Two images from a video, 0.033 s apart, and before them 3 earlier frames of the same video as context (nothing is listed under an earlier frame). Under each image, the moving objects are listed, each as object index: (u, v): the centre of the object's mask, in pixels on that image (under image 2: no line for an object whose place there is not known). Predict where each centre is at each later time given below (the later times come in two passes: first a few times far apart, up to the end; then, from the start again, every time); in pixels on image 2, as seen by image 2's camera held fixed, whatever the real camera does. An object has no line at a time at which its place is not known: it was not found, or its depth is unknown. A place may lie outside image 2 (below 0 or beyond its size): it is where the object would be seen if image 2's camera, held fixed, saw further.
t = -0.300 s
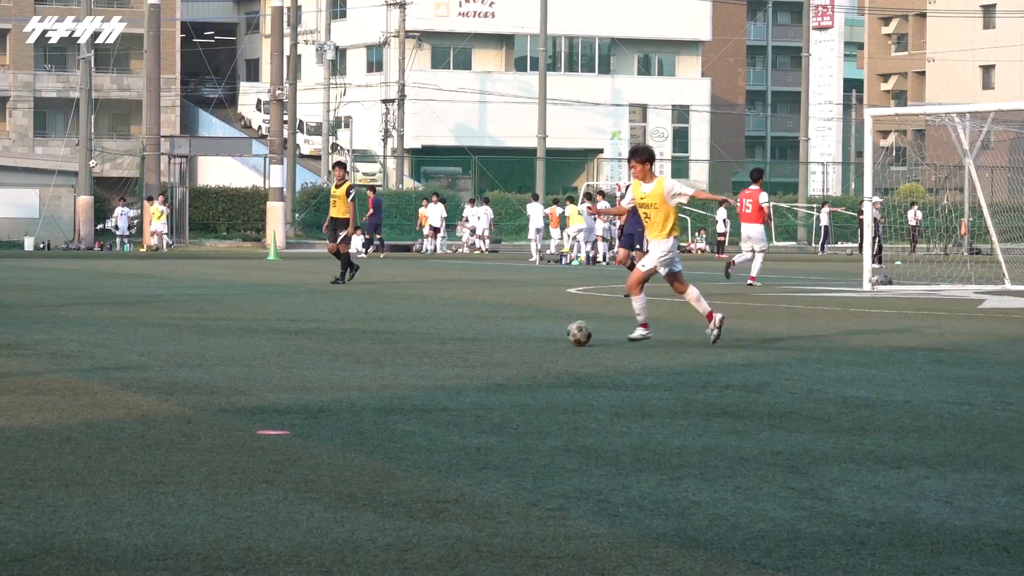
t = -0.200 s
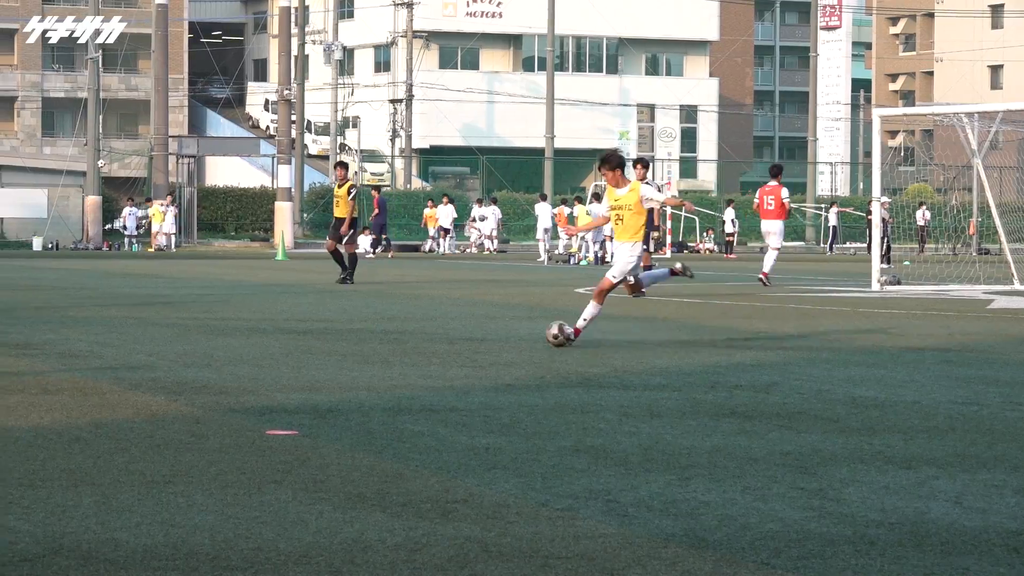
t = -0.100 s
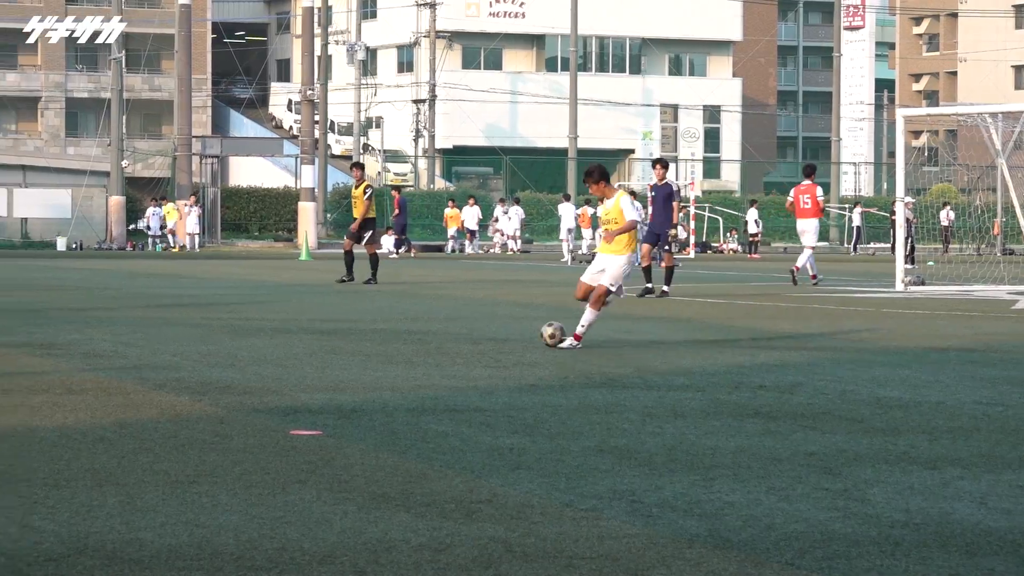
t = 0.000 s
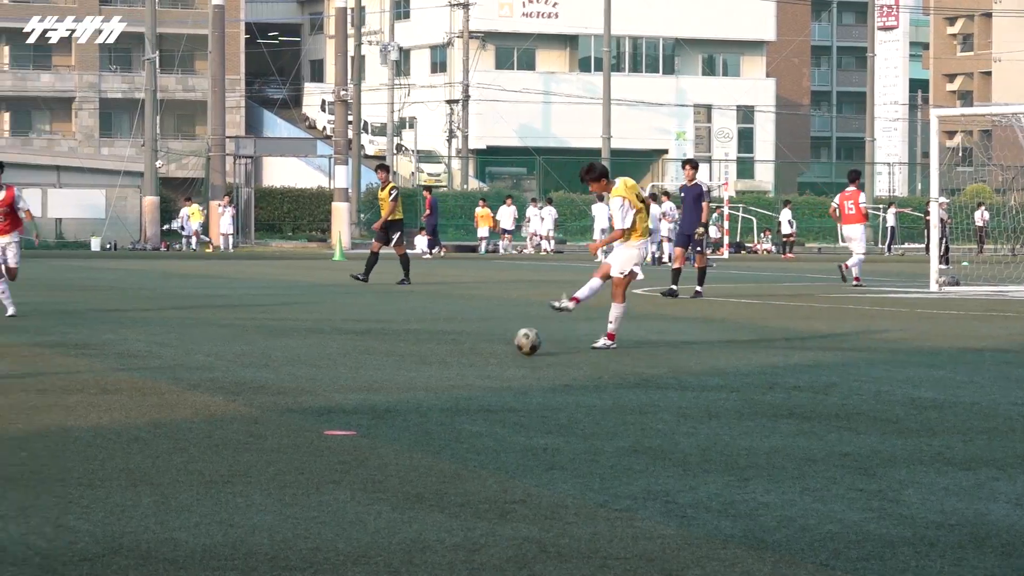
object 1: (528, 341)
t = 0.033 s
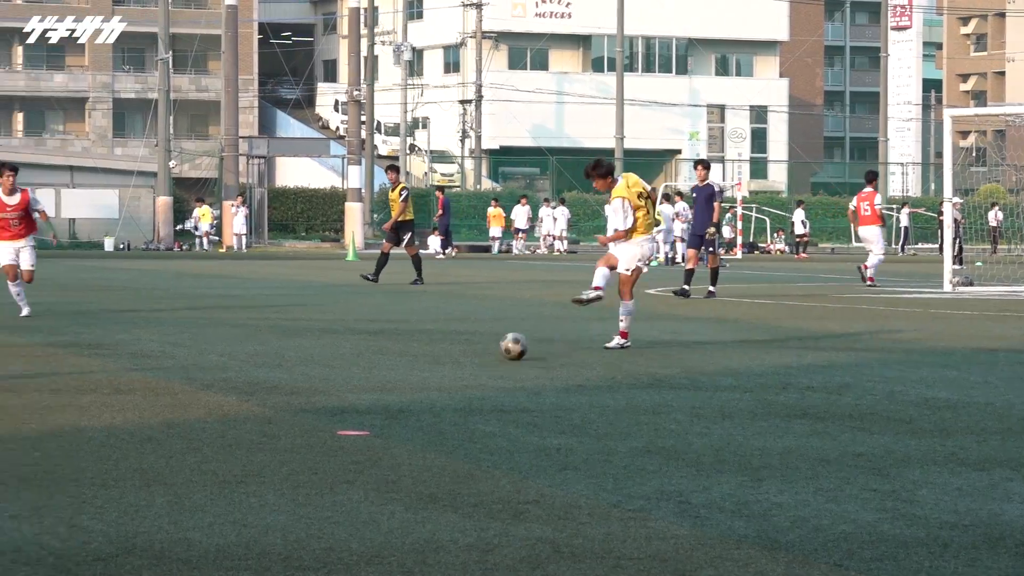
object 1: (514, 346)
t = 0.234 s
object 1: (344, 372)
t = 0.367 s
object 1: (225, 397)
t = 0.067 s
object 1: (486, 350)
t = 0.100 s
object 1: (459, 353)
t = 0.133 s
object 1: (431, 359)
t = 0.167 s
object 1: (402, 364)
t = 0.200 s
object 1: (373, 366)
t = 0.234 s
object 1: (344, 372)
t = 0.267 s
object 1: (314, 376)
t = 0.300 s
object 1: (285, 377)
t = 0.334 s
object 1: (256, 385)
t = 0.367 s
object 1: (225, 397)
